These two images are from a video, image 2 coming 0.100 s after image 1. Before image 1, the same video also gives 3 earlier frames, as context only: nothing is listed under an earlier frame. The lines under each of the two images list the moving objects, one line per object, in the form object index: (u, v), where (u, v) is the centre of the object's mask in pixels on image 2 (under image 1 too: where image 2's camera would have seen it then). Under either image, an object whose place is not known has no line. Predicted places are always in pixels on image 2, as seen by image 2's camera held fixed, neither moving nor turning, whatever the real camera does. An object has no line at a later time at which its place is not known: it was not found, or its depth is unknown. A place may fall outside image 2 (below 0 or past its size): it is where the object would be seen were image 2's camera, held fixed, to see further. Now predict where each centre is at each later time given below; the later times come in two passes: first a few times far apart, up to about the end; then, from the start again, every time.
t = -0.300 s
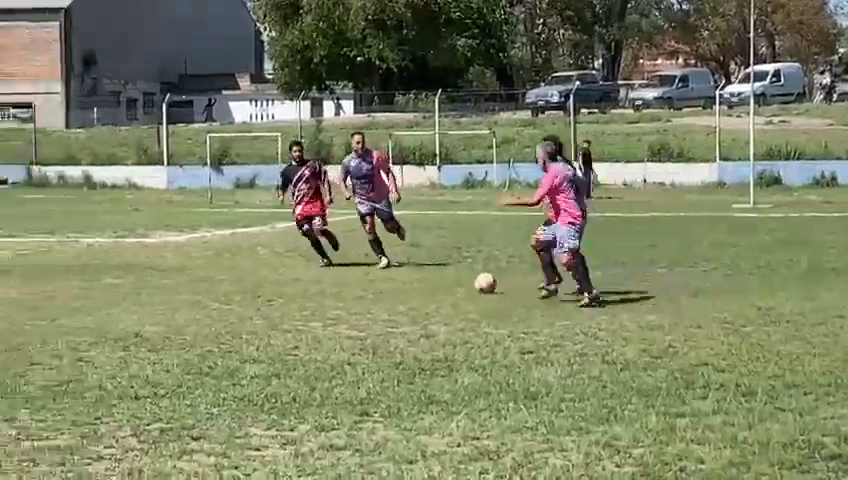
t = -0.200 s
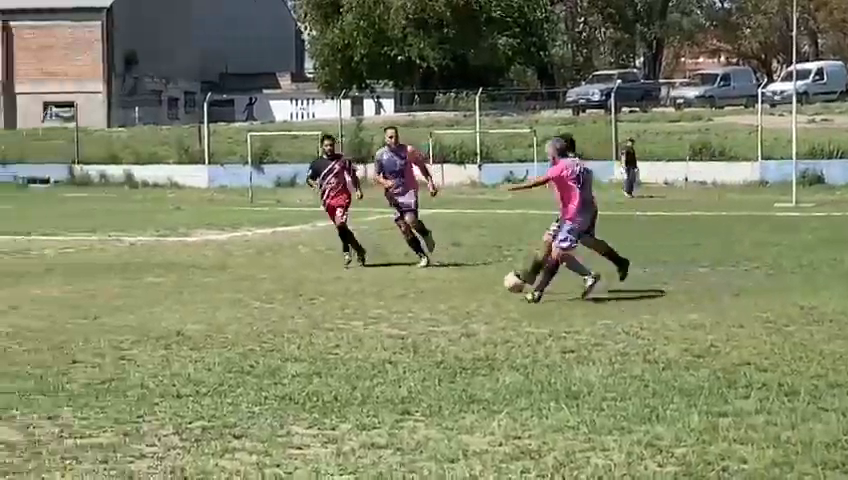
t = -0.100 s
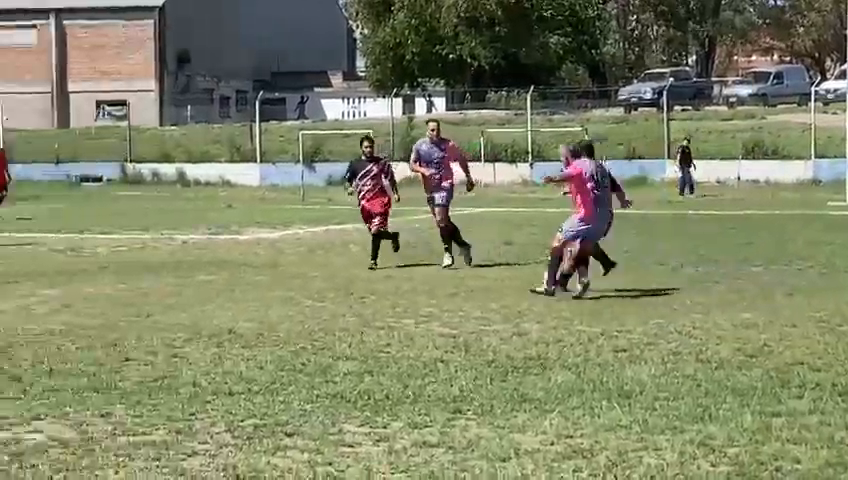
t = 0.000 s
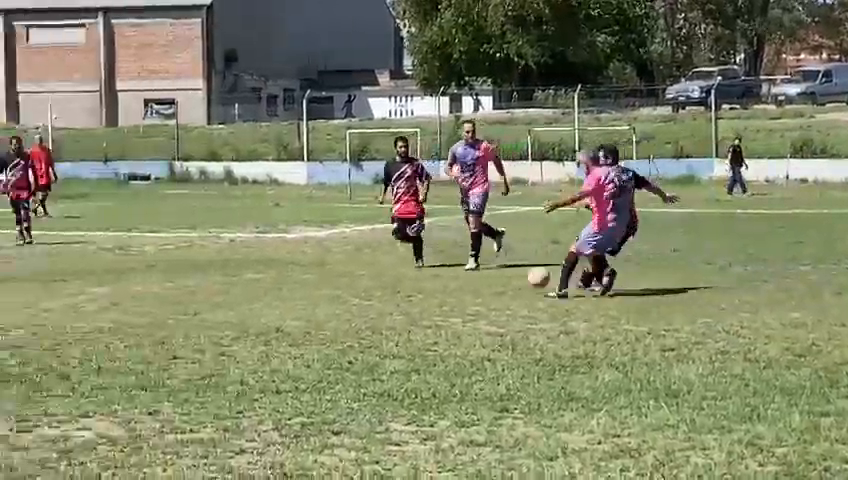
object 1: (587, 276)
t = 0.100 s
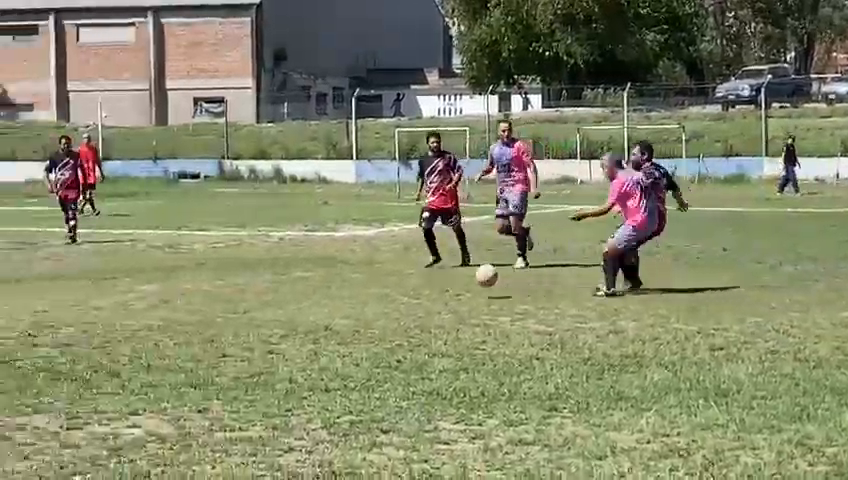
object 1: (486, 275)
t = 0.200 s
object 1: (382, 285)
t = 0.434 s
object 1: (148, 298)
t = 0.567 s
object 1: (20, 302)
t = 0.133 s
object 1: (452, 277)
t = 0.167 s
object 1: (417, 280)
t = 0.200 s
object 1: (382, 285)
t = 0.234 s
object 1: (346, 291)
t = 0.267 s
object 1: (312, 294)
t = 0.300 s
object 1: (280, 293)
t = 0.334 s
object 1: (247, 292)
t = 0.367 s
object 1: (214, 293)
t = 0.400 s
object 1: (181, 295)
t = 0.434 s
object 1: (148, 298)
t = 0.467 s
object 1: (113, 303)
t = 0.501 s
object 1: (79, 305)
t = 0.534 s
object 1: (50, 303)
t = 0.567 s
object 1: (20, 302)
